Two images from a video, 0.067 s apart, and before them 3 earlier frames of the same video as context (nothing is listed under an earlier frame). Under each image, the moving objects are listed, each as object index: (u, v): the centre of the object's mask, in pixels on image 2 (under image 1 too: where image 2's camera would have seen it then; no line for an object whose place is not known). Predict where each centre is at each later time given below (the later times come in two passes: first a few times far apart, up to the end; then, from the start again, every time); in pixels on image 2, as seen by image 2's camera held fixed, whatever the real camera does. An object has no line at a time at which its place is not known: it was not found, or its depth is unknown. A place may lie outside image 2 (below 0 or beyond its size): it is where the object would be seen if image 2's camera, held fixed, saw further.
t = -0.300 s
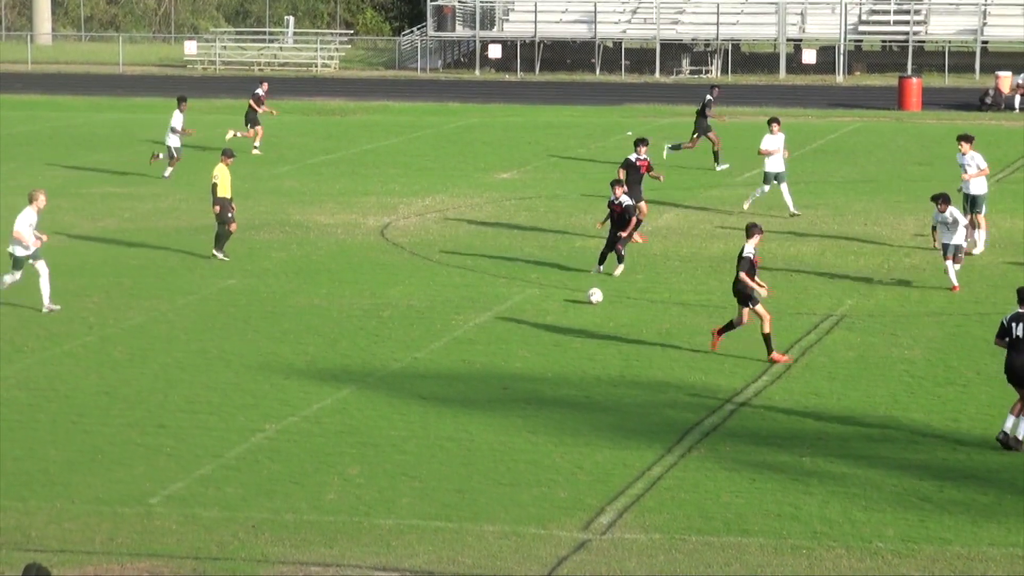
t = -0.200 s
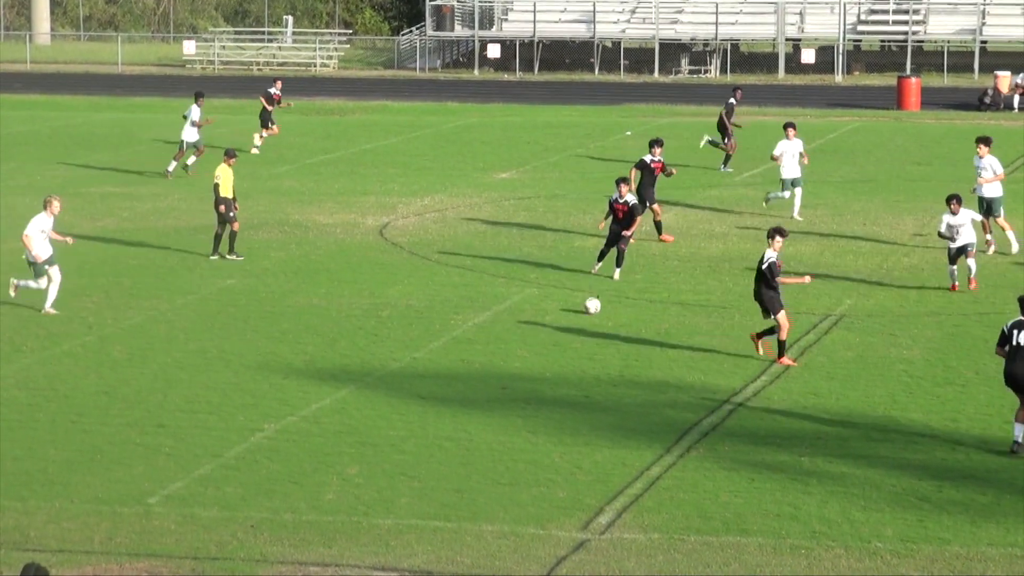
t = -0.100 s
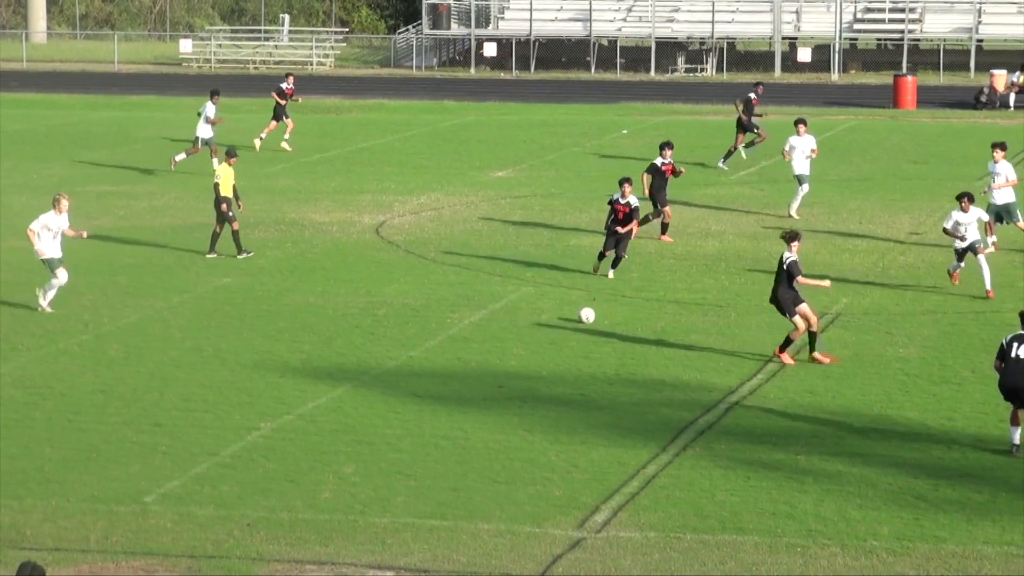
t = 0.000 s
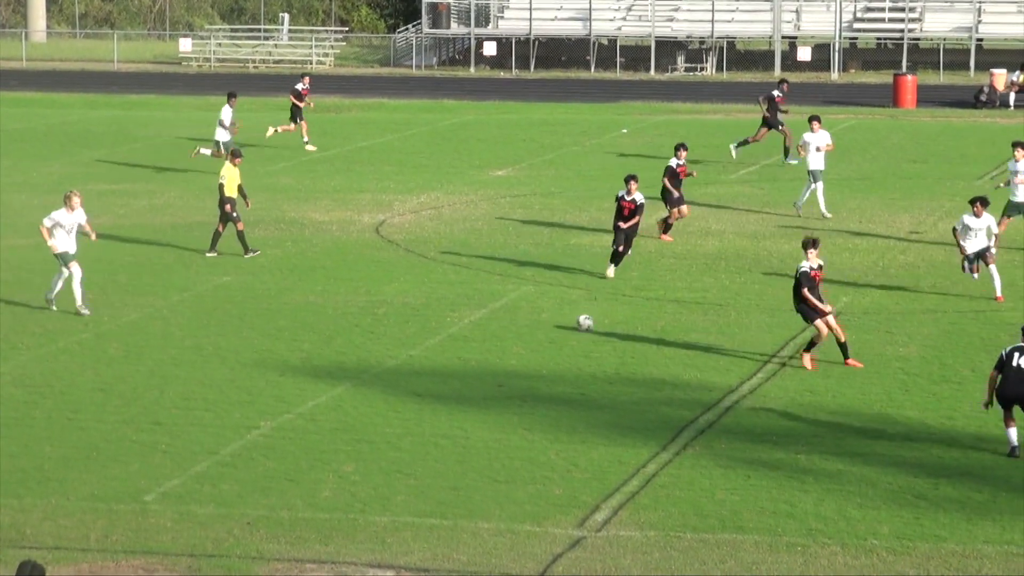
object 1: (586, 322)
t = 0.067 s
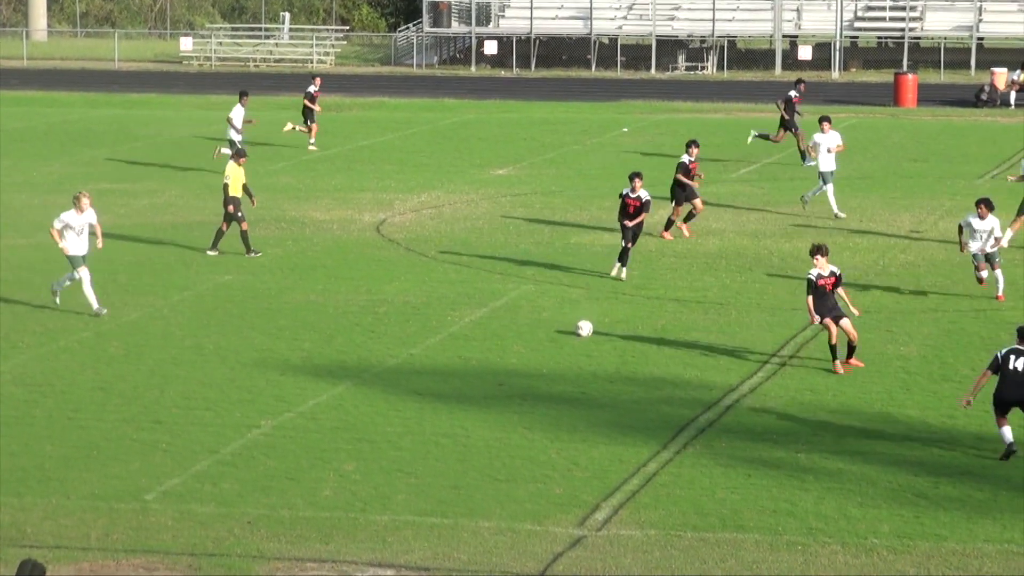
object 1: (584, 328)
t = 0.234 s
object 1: (581, 341)
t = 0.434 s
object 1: (575, 354)
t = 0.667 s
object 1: (566, 367)
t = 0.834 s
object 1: (560, 377)
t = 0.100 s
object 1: (584, 330)
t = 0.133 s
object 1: (583, 333)
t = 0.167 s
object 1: (582, 335)
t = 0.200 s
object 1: (581, 338)
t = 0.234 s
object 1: (581, 341)
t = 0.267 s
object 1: (579, 342)
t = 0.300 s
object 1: (578, 344)
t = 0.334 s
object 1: (578, 346)
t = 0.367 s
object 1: (577, 349)
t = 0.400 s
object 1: (575, 352)
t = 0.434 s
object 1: (575, 354)
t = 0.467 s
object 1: (573, 355)
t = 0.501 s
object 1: (572, 356)
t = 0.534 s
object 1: (570, 358)
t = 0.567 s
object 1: (570, 361)
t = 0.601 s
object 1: (569, 365)
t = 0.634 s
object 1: (567, 366)
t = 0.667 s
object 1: (566, 367)
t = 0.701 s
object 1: (565, 368)
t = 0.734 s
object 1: (564, 370)
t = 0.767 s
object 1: (563, 374)
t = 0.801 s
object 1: (562, 377)
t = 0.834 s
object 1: (560, 377)
